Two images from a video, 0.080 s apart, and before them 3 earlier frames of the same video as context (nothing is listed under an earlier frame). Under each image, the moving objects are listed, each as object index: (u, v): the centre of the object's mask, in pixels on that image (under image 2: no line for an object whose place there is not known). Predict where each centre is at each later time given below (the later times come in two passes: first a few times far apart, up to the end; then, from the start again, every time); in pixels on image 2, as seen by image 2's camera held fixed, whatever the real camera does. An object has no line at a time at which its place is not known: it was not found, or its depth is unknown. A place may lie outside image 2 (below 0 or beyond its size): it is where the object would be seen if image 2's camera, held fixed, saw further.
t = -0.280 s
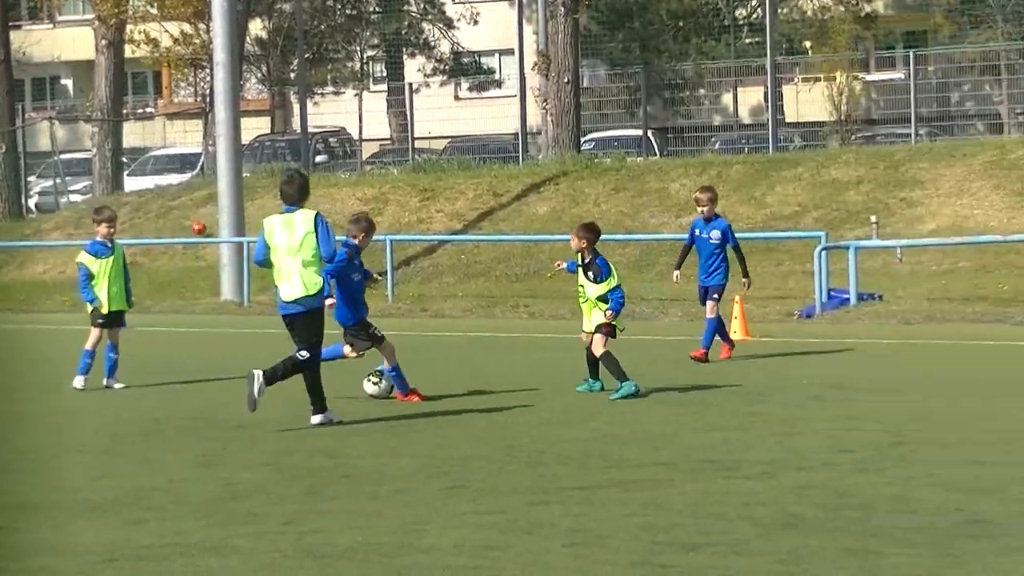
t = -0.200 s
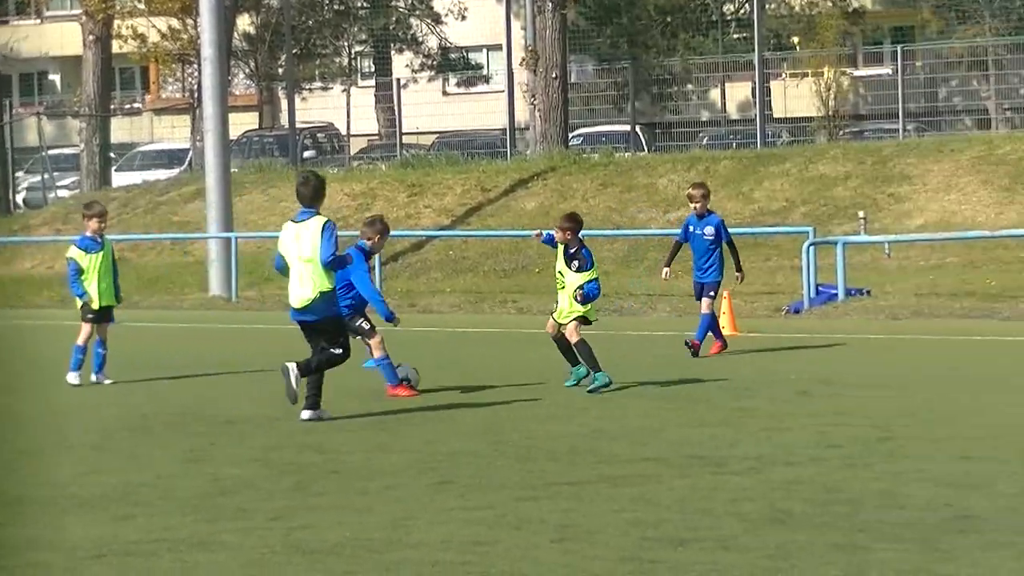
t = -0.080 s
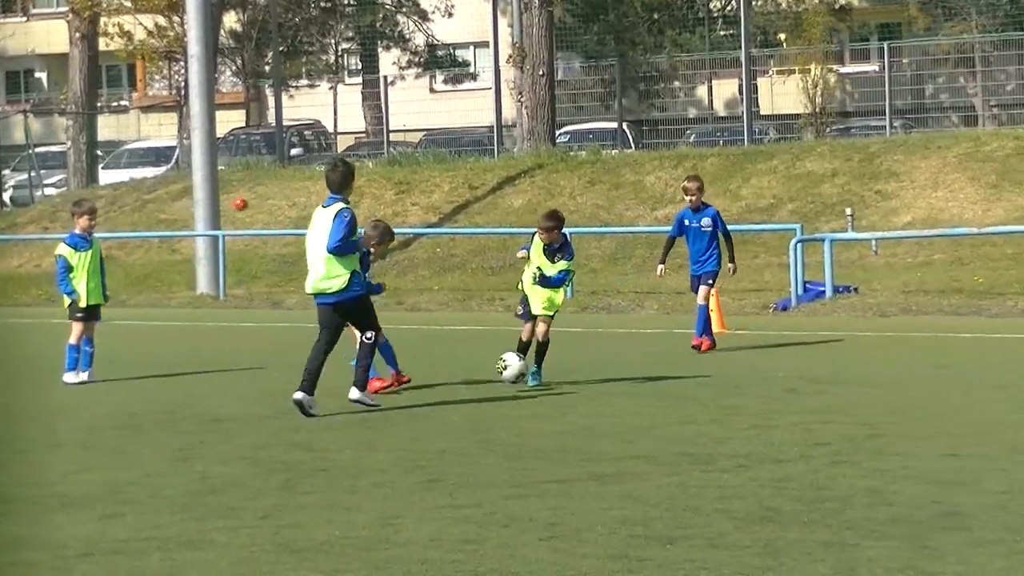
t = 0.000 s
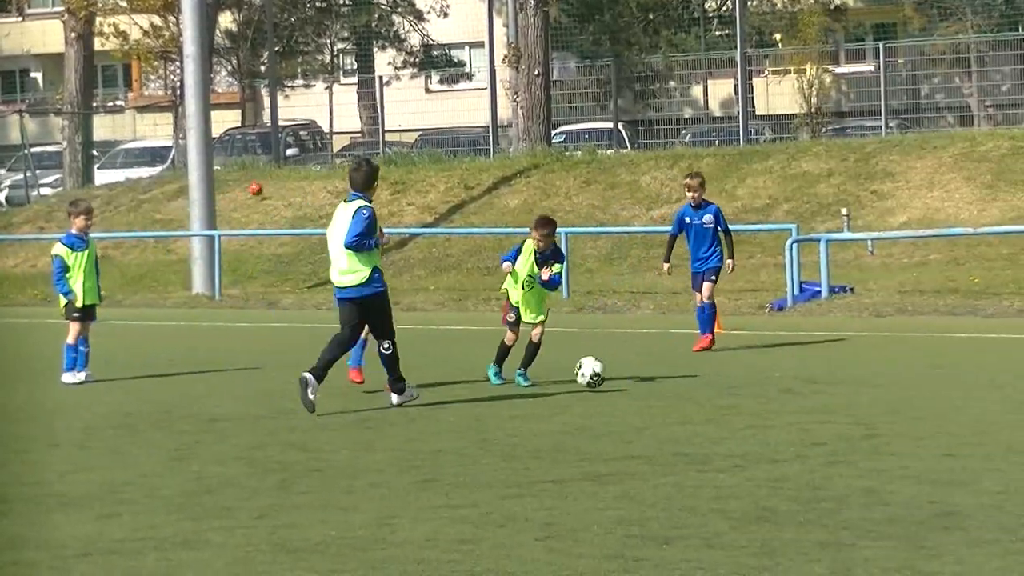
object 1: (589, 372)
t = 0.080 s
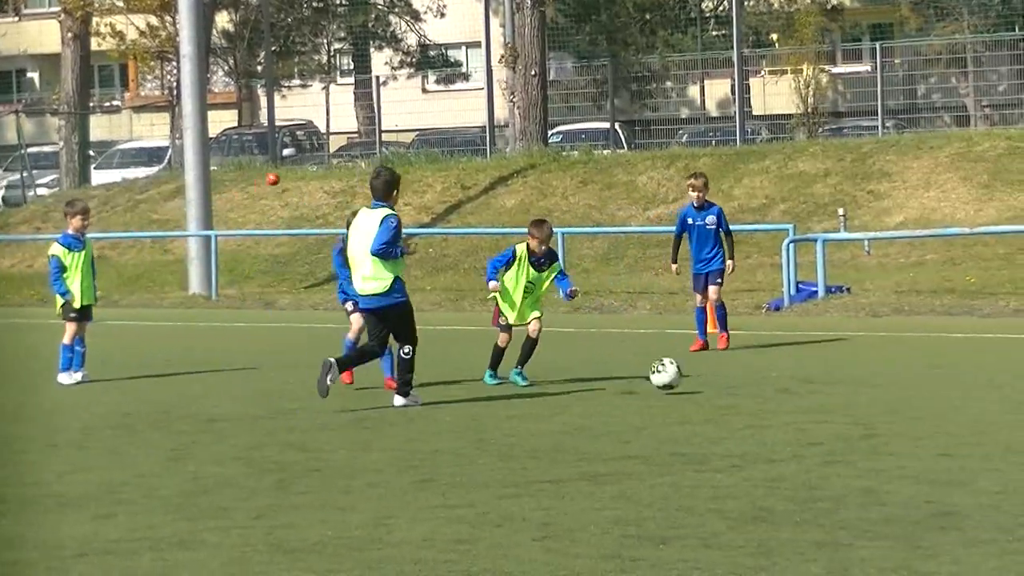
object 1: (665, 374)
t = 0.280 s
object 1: (847, 379)
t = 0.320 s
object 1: (879, 372)
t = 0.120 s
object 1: (701, 371)
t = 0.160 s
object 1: (737, 369)
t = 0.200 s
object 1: (774, 370)
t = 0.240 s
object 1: (812, 375)
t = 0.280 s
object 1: (847, 379)
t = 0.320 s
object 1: (879, 372)
